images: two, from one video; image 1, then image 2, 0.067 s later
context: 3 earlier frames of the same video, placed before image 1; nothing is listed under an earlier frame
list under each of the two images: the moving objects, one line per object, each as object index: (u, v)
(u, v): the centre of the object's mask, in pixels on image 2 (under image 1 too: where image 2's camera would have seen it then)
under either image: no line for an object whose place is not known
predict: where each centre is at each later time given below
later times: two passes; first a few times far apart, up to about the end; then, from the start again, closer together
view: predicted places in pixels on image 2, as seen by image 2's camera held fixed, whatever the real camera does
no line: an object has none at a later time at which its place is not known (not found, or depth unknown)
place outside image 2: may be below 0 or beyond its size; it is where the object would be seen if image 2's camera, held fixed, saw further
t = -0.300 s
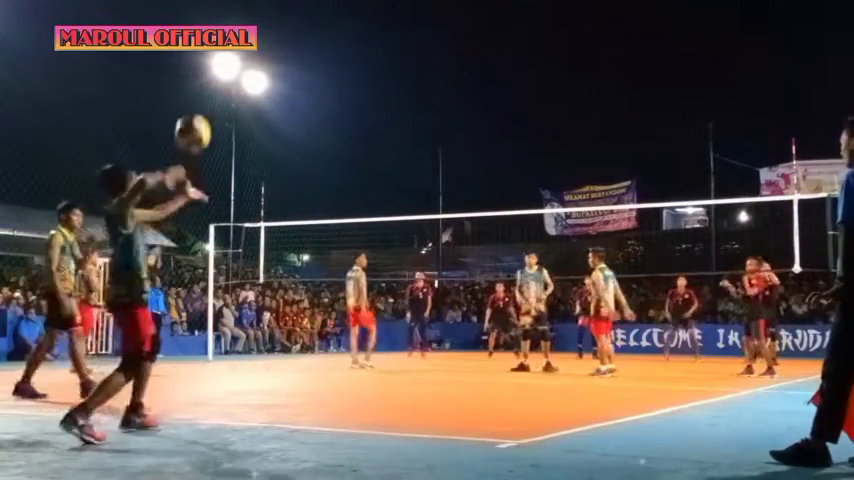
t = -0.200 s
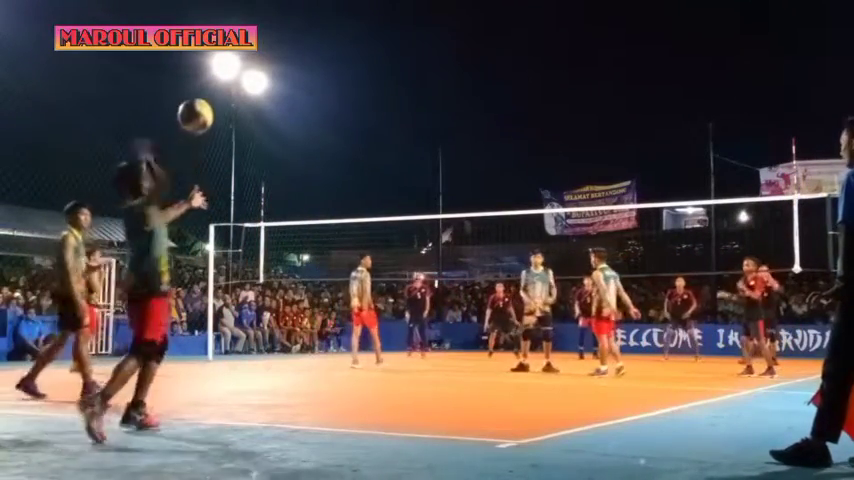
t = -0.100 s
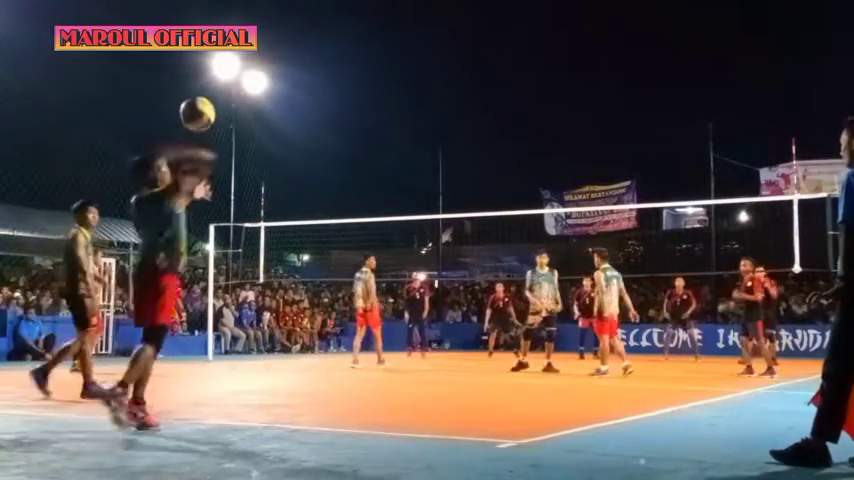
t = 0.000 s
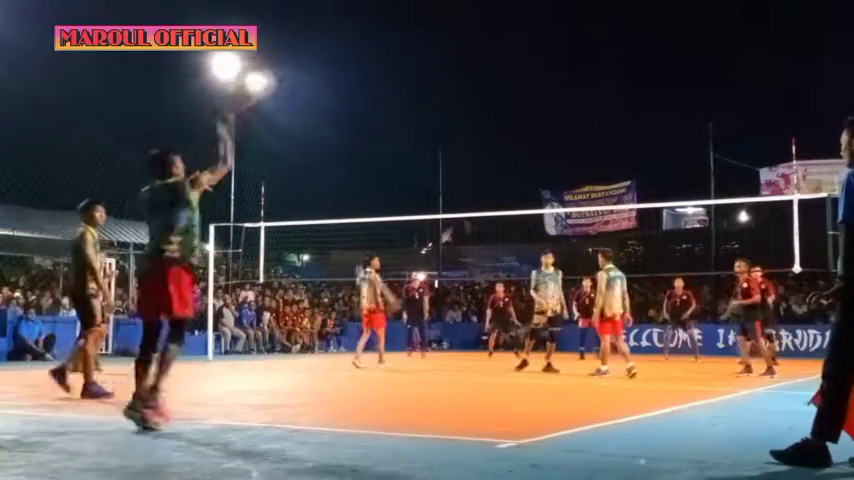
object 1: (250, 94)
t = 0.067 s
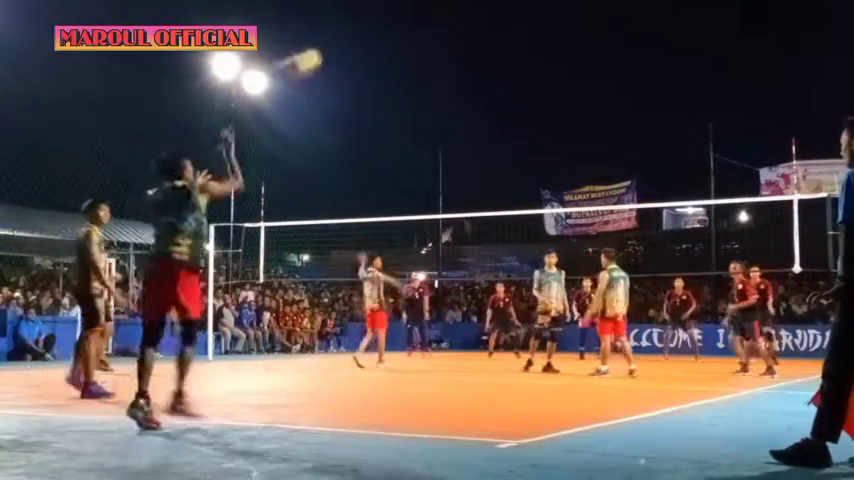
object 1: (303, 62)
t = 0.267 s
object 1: (399, 33)
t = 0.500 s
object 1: (467, 51)
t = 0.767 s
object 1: (518, 106)
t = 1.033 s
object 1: (551, 181)
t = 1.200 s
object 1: (566, 236)
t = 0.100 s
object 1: (320, 55)
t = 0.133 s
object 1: (339, 47)
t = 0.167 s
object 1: (356, 42)
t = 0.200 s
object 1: (371, 38)
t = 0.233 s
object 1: (386, 35)
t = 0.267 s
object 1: (399, 33)
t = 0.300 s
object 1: (411, 33)
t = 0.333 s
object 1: (422, 35)
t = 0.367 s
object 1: (432, 37)
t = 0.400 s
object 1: (442, 40)
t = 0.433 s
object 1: (451, 43)
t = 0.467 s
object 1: (460, 47)
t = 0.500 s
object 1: (467, 51)
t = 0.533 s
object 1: (475, 57)
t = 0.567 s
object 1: (482, 63)
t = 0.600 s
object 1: (489, 69)
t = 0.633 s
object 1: (495, 75)
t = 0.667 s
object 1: (501, 82)
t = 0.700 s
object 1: (508, 90)
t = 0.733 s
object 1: (513, 98)
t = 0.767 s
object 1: (518, 106)
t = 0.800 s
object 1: (524, 114)
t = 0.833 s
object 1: (529, 124)
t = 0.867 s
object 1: (533, 133)
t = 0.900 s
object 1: (537, 142)
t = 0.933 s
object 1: (541, 151)
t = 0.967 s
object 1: (544, 161)
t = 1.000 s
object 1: (548, 171)
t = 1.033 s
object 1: (551, 181)
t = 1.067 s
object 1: (554, 191)
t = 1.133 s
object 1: (561, 216)
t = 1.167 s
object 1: (562, 224)
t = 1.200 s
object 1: (566, 236)
